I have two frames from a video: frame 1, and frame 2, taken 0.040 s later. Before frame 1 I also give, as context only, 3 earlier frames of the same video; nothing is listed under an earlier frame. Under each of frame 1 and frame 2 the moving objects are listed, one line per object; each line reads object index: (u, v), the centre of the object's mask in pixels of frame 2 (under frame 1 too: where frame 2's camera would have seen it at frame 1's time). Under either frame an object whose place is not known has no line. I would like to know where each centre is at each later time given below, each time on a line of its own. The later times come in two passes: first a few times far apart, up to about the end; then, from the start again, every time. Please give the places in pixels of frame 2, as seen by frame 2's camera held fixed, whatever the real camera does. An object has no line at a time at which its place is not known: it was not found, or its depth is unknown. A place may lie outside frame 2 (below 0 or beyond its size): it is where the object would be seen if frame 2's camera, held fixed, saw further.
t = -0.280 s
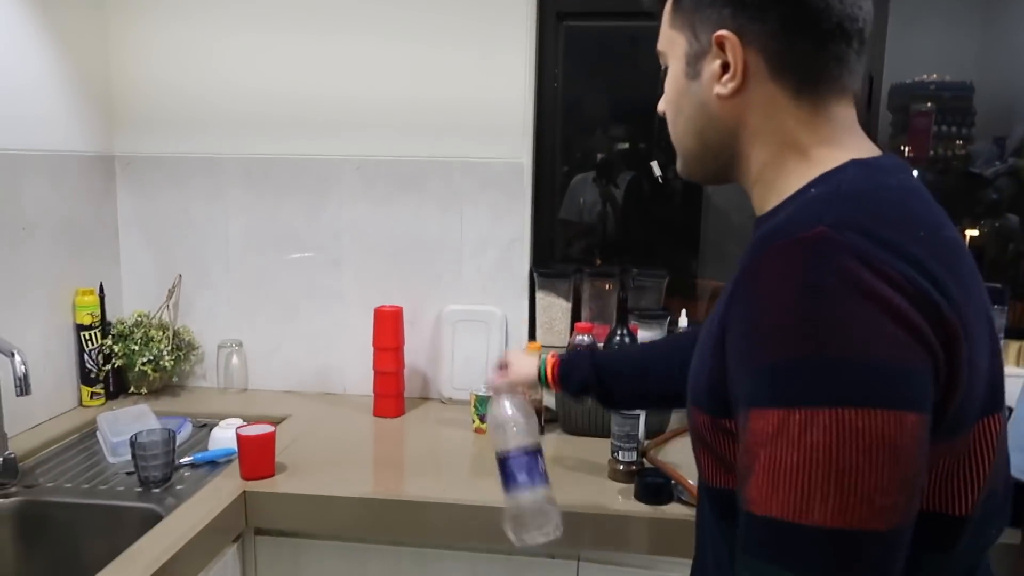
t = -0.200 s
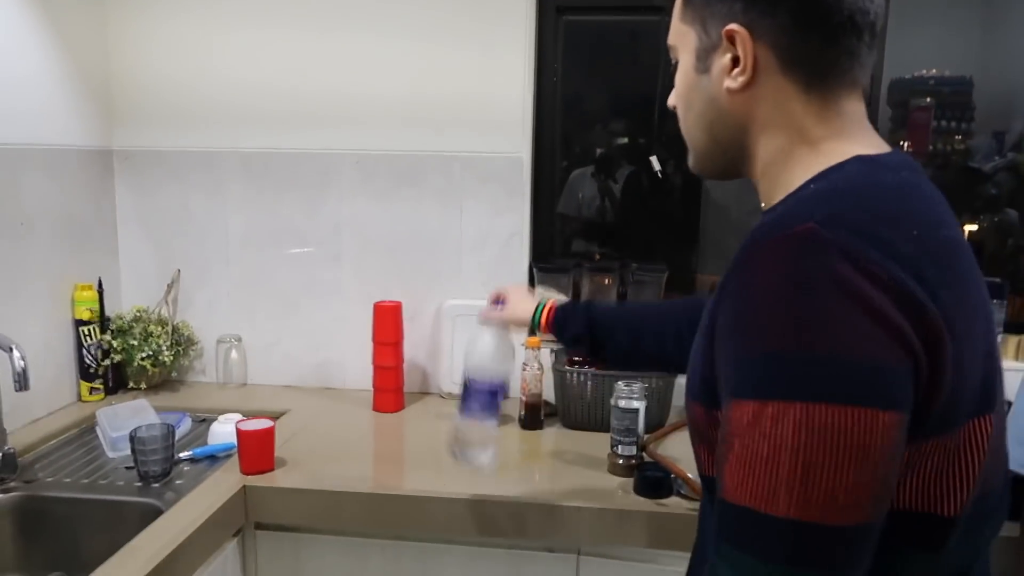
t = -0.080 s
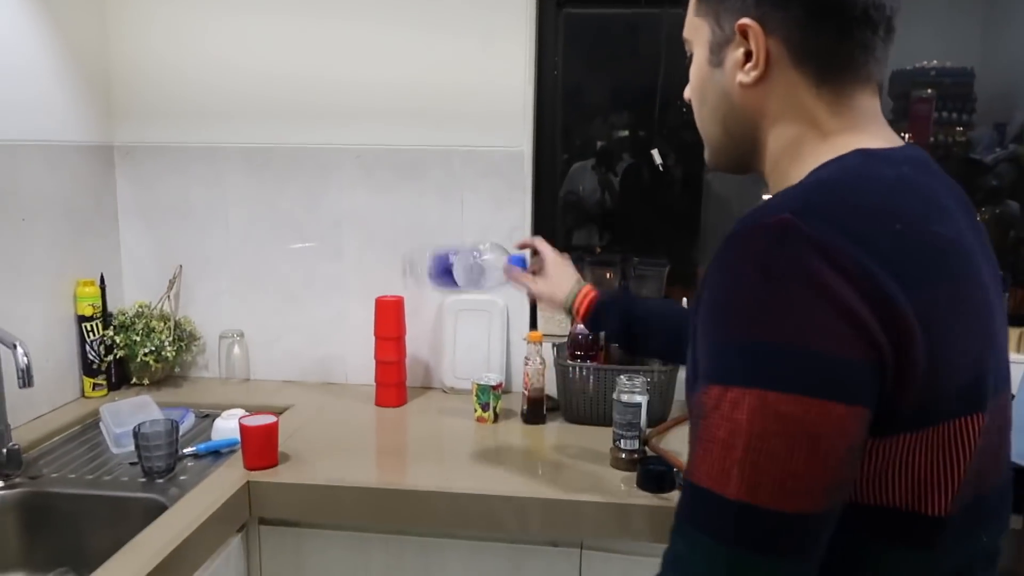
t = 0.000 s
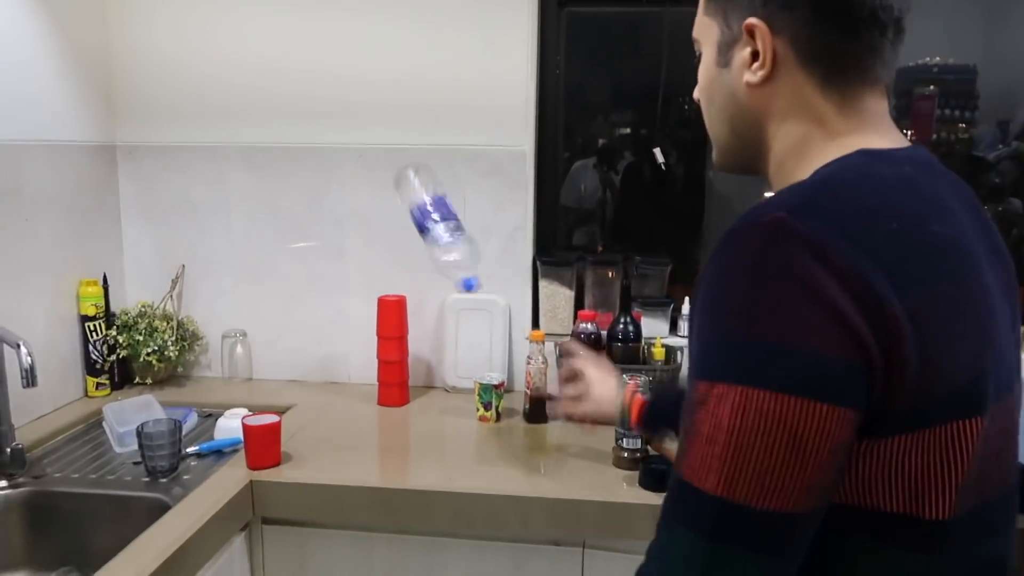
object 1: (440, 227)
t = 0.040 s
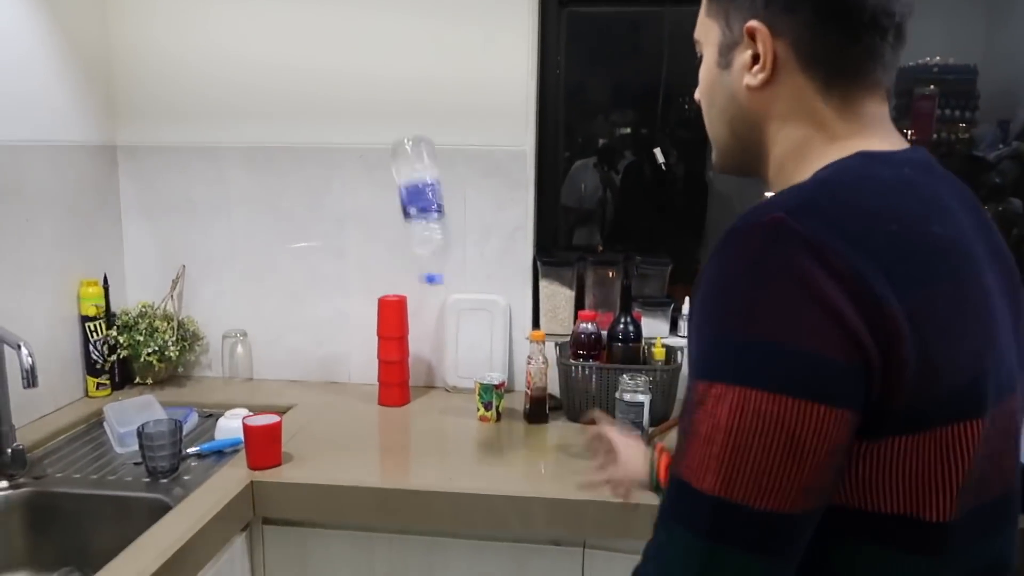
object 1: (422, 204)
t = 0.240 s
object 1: (380, 180)
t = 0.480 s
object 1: (356, 398)
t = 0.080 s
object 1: (407, 189)
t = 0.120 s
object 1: (396, 173)
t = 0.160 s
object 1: (389, 165)
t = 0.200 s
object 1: (385, 167)
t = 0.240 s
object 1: (380, 180)
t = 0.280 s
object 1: (379, 201)
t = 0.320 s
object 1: (376, 232)
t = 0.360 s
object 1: (371, 269)
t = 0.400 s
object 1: (369, 312)
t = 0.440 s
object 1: (364, 359)
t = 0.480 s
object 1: (356, 398)
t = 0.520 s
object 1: (356, 397)
